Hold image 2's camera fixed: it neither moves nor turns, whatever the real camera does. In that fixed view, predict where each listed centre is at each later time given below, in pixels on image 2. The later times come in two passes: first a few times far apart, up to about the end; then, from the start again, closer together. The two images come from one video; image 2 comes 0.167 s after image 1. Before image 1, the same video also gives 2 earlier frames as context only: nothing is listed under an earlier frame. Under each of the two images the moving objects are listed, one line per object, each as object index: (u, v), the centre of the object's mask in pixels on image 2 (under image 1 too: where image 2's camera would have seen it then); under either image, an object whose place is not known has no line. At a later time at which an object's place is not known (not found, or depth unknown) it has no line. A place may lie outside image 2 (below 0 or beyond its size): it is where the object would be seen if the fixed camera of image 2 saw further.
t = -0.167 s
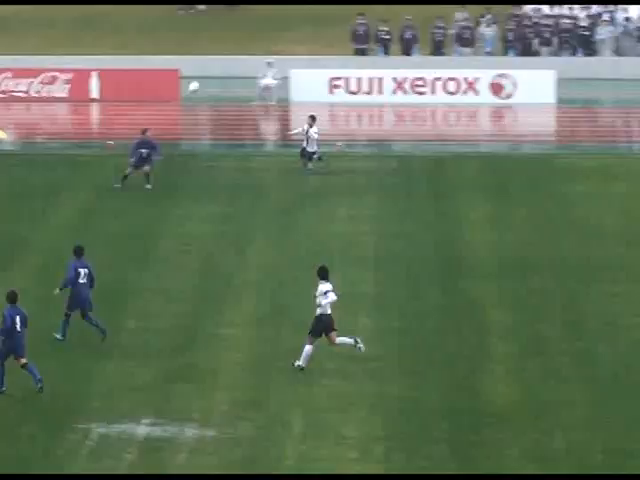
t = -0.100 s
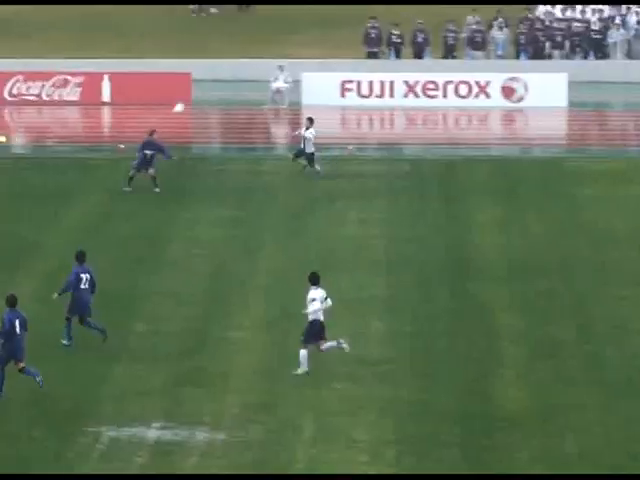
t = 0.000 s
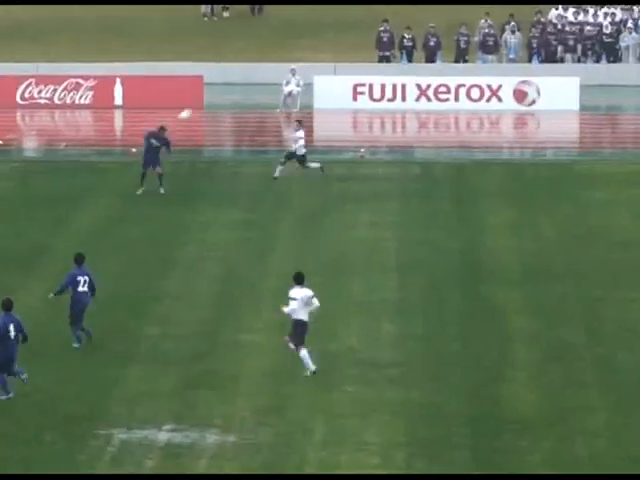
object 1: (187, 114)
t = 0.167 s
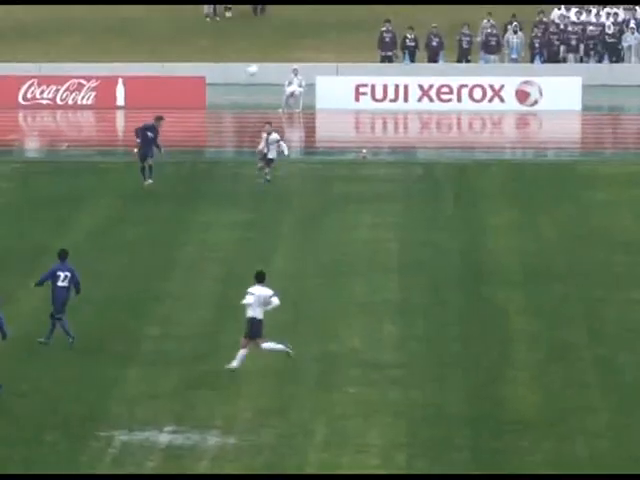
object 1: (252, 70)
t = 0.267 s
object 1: (291, 49)
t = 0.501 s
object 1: (376, 19)
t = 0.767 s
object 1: (470, 14)
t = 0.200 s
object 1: (265, 63)
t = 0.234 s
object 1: (278, 55)
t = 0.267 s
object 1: (291, 49)
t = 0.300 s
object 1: (303, 43)
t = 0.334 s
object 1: (316, 37)
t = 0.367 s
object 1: (328, 33)
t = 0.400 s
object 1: (341, 29)
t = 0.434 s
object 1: (353, 25)
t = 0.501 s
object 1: (376, 19)
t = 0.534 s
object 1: (389, 17)
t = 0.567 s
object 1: (400, 15)
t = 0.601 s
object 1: (412, 13)
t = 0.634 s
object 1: (424, 13)
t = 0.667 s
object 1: (435, 12)
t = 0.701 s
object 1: (447, 12)
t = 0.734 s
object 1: (458, 13)
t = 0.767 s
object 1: (470, 14)
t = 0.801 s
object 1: (481, 15)
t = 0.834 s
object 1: (492, 18)
